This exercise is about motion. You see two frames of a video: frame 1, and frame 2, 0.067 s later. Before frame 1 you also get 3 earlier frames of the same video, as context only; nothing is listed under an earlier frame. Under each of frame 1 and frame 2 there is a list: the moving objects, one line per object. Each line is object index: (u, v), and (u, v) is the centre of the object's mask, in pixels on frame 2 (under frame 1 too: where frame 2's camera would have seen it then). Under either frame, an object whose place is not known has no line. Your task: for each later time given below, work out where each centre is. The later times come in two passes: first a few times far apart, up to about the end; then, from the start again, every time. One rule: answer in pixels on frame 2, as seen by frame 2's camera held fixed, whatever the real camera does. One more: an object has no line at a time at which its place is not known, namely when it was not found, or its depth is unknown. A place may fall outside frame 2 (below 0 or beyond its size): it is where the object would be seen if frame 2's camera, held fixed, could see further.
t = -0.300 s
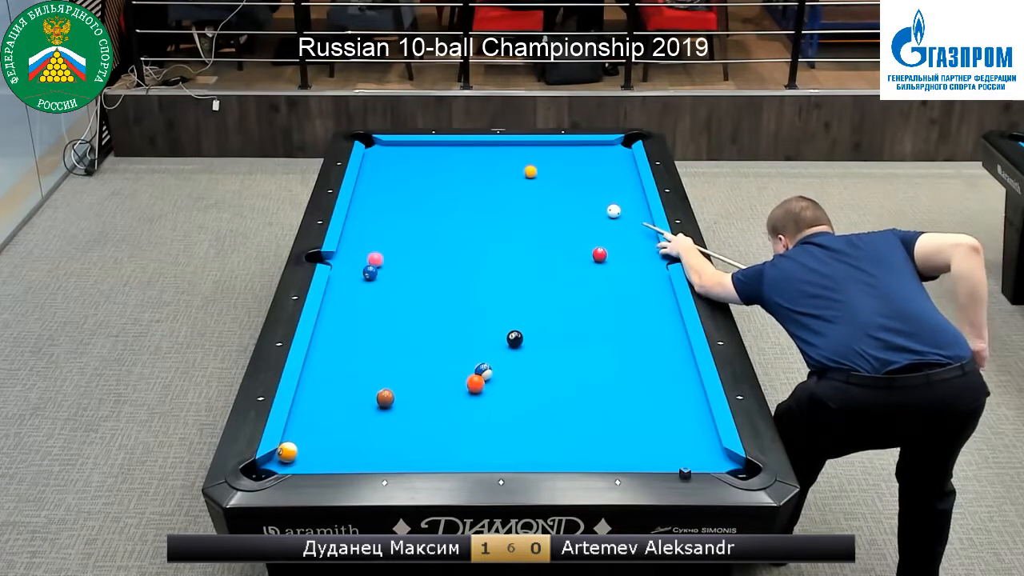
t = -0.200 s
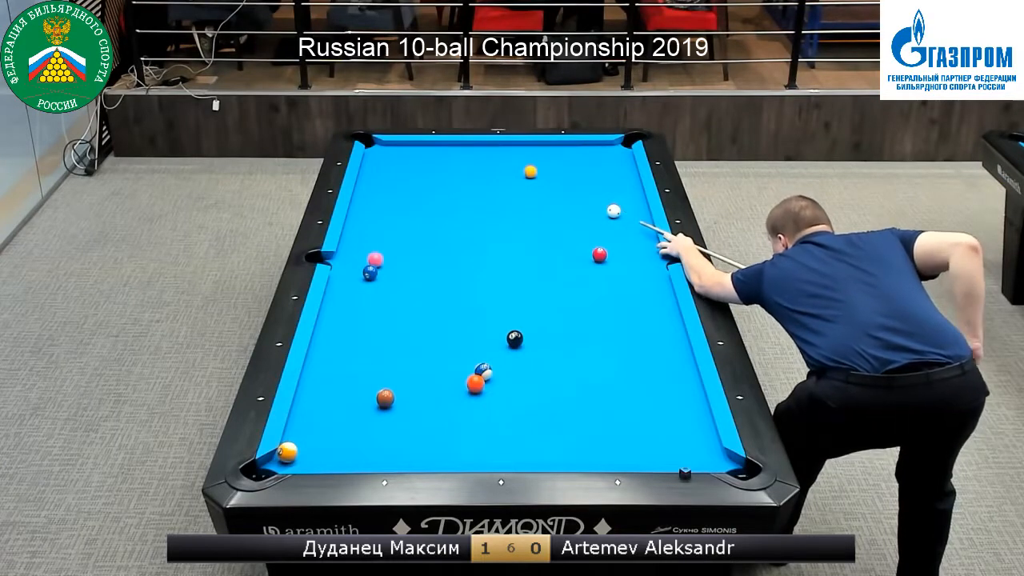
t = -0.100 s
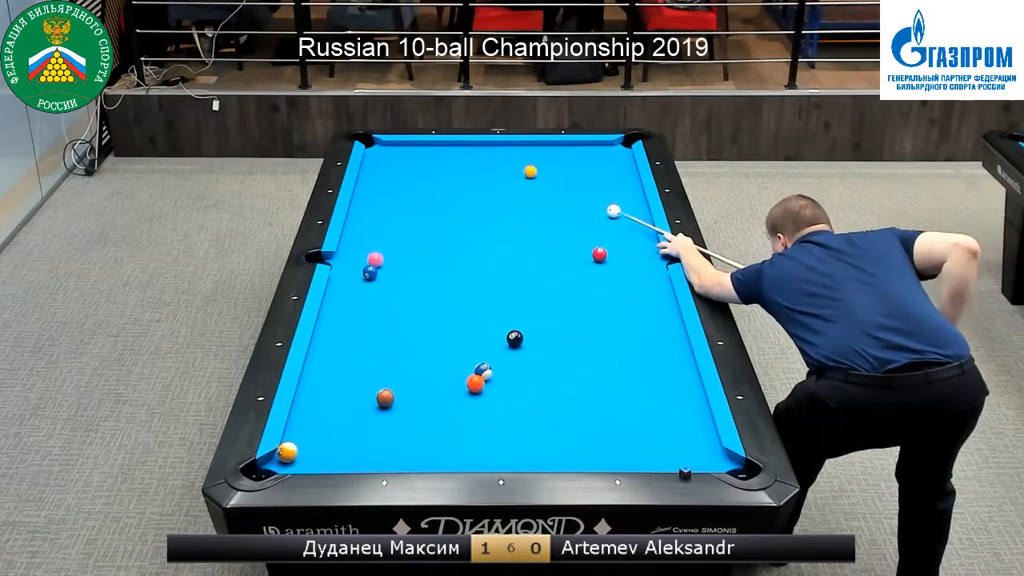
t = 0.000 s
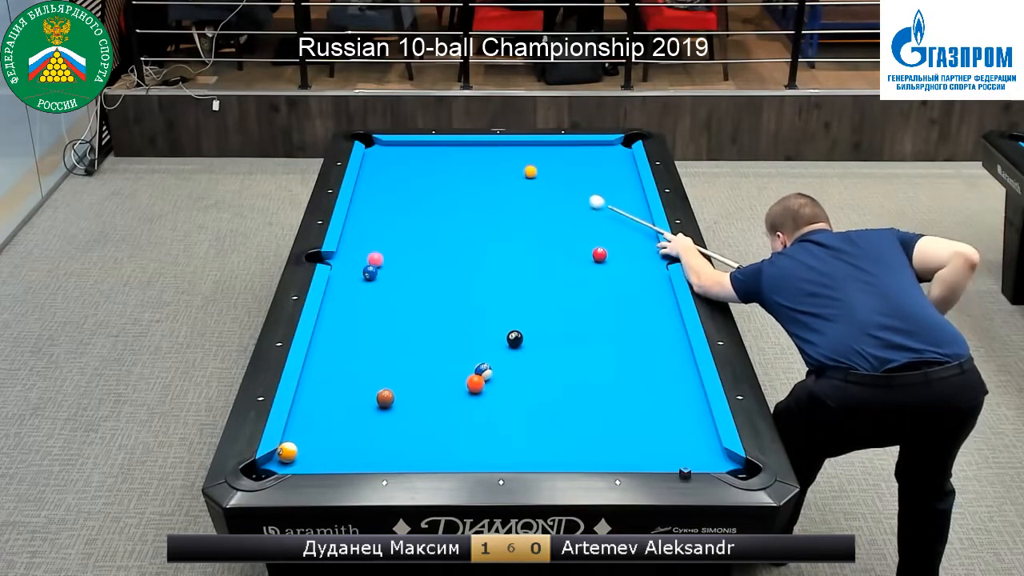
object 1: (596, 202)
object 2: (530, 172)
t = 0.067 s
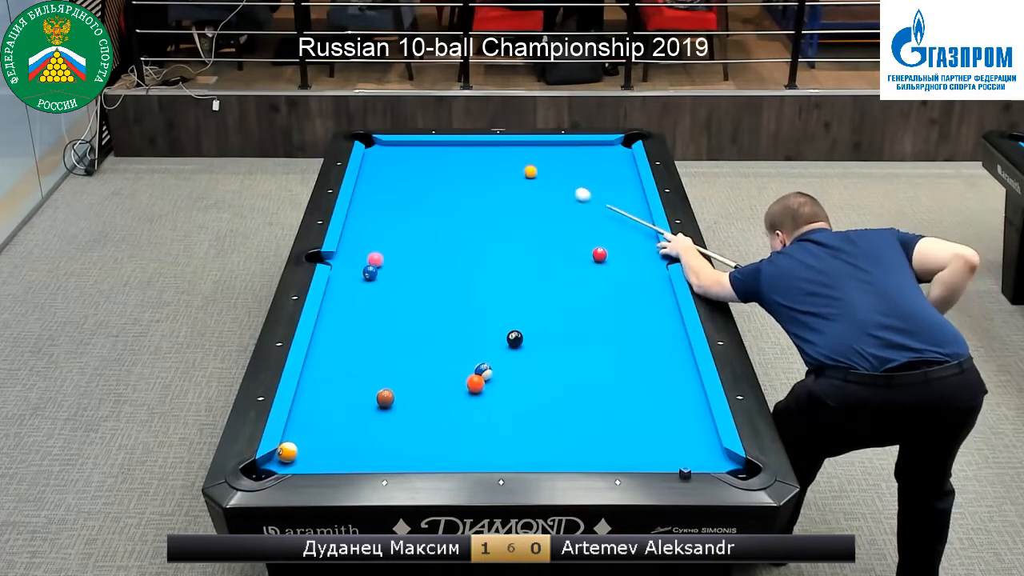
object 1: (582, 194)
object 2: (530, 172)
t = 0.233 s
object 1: (550, 177)
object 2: (530, 172)
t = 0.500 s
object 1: (544, 159)
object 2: (489, 165)
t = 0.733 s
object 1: (542, 145)
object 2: (454, 159)
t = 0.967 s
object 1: (541, 150)
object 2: (422, 154)
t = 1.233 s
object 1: (540, 160)
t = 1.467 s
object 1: (539, 167)
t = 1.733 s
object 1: (538, 176)
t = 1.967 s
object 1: (537, 183)
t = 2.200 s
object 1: (536, 190)
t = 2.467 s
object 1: (535, 197)
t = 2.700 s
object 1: (534, 204)
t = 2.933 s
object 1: (534, 210)
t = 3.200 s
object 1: (533, 216)
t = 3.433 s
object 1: (533, 222)
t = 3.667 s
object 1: (533, 227)
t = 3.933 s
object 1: (532, 232)
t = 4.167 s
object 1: (532, 236)
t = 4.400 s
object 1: (533, 240)
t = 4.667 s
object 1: (533, 243)
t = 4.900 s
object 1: (534, 245)
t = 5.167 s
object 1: (535, 248)
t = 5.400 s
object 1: (535, 249)
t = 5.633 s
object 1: (535, 250)
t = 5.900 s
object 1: (534, 250)
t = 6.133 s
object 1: (534, 251)
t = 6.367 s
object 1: (534, 251)
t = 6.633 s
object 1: (534, 251)
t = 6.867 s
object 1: (534, 251)
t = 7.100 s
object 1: (534, 251)
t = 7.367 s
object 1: (534, 250)
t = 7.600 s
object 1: (534, 250)
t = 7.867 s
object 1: (534, 250)
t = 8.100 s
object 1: (534, 250)
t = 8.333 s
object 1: (534, 250)
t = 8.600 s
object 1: (534, 250)
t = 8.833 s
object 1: (534, 250)
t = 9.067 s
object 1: (534, 250)
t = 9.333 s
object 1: (534, 250)
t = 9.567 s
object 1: (534, 250)
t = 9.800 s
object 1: (534, 250)
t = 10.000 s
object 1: (534, 250)
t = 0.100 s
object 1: (576, 191)
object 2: (530, 172)
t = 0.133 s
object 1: (569, 187)
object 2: (530, 172)
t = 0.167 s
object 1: (563, 184)
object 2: (530, 172)
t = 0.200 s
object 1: (556, 180)
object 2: (530, 172)
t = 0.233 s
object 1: (550, 177)
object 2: (530, 172)
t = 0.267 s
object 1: (544, 174)
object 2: (530, 172)
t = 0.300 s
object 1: (543, 172)
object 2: (524, 171)
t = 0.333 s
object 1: (544, 170)
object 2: (517, 169)
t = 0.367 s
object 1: (545, 168)
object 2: (510, 168)
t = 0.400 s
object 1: (545, 166)
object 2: (504, 167)
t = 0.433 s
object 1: (545, 163)
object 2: (499, 167)
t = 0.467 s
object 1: (545, 161)
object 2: (494, 166)
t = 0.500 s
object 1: (544, 159)
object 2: (489, 165)
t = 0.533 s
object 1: (544, 157)
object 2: (484, 164)
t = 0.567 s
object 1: (544, 155)
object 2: (479, 163)
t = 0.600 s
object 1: (543, 153)
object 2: (474, 162)
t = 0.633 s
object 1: (543, 151)
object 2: (468, 162)
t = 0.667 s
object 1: (543, 149)
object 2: (464, 161)
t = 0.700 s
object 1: (543, 147)
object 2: (459, 160)
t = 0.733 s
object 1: (542, 145)
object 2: (454, 159)
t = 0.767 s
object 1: (542, 144)
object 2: (449, 159)
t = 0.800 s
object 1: (542, 145)
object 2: (445, 158)
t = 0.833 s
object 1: (542, 146)
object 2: (440, 157)
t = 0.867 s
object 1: (541, 147)
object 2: (435, 156)
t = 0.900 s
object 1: (541, 148)
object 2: (431, 156)
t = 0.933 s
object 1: (541, 150)
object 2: (426, 155)
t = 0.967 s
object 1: (541, 150)
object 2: (422, 154)
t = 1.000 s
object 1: (541, 152)
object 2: (417, 153)
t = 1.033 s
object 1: (540, 153)
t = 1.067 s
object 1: (540, 154)
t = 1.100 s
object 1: (540, 155)
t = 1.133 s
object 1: (540, 156)
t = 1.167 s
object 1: (540, 157)
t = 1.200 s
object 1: (540, 159)
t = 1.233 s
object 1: (540, 160)
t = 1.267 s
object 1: (539, 161)
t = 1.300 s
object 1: (539, 162)
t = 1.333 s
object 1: (539, 163)
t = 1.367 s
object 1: (539, 164)
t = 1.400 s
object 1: (539, 165)
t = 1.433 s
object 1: (539, 166)
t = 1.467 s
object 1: (539, 167)
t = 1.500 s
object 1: (539, 168)
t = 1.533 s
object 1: (538, 169)
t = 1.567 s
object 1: (538, 170)
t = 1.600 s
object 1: (538, 172)
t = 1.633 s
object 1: (538, 173)
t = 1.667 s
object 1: (538, 174)
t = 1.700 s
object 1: (538, 175)
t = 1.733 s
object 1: (538, 176)
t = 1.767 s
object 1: (537, 177)
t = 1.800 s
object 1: (537, 178)
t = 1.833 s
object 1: (537, 179)
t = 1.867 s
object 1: (537, 180)
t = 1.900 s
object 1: (537, 181)
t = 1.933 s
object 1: (537, 182)
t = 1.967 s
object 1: (537, 183)
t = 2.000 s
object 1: (536, 184)
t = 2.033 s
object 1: (536, 185)
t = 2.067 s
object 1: (536, 186)
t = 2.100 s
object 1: (536, 187)
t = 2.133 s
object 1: (536, 188)
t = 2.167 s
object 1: (536, 189)
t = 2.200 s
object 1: (536, 190)
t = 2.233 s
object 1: (536, 191)
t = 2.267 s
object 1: (536, 192)
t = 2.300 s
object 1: (535, 193)
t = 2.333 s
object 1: (535, 194)
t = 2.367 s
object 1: (535, 194)
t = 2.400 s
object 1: (535, 195)
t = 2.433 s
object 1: (535, 196)
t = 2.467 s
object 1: (535, 197)
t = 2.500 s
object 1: (535, 198)
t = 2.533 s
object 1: (535, 199)
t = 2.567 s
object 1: (535, 200)
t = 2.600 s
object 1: (535, 201)
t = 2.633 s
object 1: (535, 202)
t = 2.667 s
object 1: (535, 203)
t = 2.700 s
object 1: (534, 204)
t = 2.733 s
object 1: (534, 205)
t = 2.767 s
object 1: (534, 205)
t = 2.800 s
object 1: (534, 206)
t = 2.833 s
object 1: (534, 207)
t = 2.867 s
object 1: (534, 208)
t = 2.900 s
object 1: (534, 209)
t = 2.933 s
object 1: (534, 210)
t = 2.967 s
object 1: (534, 211)
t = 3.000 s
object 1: (534, 211)
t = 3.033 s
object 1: (534, 212)
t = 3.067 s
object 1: (534, 213)
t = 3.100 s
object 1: (534, 214)
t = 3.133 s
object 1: (533, 215)
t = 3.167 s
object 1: (533, 215)
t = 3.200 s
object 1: (533, 216)
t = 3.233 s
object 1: (533, 217)
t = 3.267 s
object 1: (533, 218)
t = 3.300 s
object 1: (533, 219)
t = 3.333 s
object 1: (533, 219)
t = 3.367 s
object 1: (533, 220)
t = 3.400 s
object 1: (533, 221)
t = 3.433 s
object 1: (533, 222)
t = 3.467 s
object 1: (533, 222)
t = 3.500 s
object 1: (533, 223)
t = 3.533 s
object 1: (533, 224)
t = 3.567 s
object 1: (533, 225)
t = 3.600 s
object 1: (533, 225)
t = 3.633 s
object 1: (533, 226)
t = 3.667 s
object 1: (533, 227)
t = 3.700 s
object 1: (533, 227)
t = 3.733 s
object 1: (533, 228)
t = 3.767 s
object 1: (533, 229)
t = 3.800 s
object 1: (532, 229)
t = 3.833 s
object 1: (532, 230)
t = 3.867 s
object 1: (532, 231)
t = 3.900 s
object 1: (532, 231)
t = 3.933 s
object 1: (532, 232)
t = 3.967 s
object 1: (532, 232)
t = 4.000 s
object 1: (532, 233)
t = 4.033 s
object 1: (532, 234)
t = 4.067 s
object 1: (532, 234)
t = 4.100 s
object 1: (532, 235)
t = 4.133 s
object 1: (532, 235)
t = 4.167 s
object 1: (532, 236)
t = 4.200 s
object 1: (532, 236)
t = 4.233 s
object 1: (532, 237)
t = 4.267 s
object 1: (533, 238)
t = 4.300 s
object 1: (533, 238)
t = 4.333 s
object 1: (533, 238)
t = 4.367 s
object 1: (533, 239)
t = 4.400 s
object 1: (533, 240)
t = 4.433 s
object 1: (533, 240)
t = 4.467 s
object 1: (533, 241)
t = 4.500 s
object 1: (533, 241)
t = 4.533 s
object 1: (533, 241)
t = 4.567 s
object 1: (533, 242)
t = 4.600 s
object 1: (533, 242)
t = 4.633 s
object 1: (533, 243)
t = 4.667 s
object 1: (533, 243)
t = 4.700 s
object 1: (534, 243)
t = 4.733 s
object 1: (534, 244)
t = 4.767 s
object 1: (534, 244)
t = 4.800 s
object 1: (534, 244)
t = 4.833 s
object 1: (534, 245)
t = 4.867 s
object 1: (534, 245)
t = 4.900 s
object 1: (534, 245)
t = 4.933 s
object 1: (534, 246)
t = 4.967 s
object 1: (534, 246)
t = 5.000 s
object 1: (534, 247)
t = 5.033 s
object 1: (534, 247)
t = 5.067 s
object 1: (534, 247)
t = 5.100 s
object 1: (534, 247)
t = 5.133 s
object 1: (535, 247)
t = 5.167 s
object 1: (535, 248)
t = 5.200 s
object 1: (535, 248)
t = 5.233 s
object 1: (535, 248)
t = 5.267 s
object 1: (535, 248)
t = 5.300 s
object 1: (535, 249)
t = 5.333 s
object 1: (535, 249)
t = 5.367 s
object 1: (535, 249)
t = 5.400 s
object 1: (535, 249)
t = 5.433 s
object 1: (535, 249)
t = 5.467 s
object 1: (535, 250)
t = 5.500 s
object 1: (535, 250)
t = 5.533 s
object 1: (535, 250)
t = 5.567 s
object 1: (535, 250)
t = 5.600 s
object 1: (535, 250)
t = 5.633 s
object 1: (535, 250)
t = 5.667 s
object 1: (535, 250)
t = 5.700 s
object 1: (535, 250)
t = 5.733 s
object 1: (535, 250)
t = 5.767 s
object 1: (534, 250)
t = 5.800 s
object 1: (534, 250)
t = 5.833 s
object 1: (534, 250)
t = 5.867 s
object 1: (534, 250)
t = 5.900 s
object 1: (534, 250)
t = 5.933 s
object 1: (534, 250)
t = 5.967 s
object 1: (534, 250)
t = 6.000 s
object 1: (534, 250)
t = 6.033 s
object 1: (534, 250)
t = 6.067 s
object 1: (534, 250)
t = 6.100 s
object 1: (534, 250)
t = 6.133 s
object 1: (534, 251)
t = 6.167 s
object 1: (534, 251)
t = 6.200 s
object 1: (534, 251)
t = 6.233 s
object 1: (534, 251)
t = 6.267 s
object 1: (534, 251)
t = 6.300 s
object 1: (534, 251)
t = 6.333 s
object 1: (534, 251)
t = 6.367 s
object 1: (534, 251)
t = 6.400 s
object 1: (534, 251)
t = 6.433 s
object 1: (534, 251)
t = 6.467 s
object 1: (534, 251)
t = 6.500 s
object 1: (534, 251)
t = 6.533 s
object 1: (534, 251)
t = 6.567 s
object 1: (534, 251)
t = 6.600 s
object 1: (534, 251)
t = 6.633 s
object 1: (534, 251)
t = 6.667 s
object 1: (534, 251)
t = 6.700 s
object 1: (534, 251)
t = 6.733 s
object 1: (534, 251)
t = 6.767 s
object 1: (534, 251)
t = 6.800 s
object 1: (534, 251)
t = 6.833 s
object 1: (534, 251)
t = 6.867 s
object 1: (534, 251)
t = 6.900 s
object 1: (534, 251)
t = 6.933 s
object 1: (534, 251)
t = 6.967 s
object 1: (534, 251)
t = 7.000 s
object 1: (534, 251)
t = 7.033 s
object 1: (534, 251)
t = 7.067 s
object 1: (534, 251)
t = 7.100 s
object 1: (534, 251)
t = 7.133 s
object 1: (534, 251)
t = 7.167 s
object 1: (534, 251)
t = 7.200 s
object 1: (534, 251)
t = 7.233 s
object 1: (534, 250)
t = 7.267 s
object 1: (534, 250)
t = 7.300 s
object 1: (534, 250)
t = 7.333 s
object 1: (534, 250)
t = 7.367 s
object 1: (534, 250)
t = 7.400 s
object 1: (534, 250)
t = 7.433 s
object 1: (534, 250)
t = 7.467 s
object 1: (534, 250)
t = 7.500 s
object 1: (534, 250)
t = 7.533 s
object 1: (534, 250)
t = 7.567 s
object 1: (534, 250)
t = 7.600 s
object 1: (534, 250)
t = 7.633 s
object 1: (534, 250)
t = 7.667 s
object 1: (534, 250)
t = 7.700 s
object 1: (534, 250)
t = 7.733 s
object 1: (534, 250)
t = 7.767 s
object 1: (534, 250)
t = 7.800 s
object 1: (534, 250)
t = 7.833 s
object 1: (534, 250)
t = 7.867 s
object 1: (534, 250)
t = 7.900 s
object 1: (534, 250)
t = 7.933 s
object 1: (534, 250)
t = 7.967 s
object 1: (534, 250)
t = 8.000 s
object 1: (534, 250)
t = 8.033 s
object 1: (534, 250)
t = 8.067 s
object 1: (534, 250)
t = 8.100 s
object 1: (534, 250)
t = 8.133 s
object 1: (534, 250)
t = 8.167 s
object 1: (534, 250)
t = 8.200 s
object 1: (534, 250)
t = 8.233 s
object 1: (534, 250)
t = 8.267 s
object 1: (534, 250)
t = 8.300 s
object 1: (534, 250)
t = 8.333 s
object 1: (534, 250)
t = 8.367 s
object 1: (534, 250)
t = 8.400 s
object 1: (534, 250)
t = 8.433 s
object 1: (534, 250)
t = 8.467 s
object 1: (534, 250)
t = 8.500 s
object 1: (534, 250)
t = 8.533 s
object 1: (534, 250)
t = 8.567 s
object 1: (534, 250)
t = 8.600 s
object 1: (534, 250)
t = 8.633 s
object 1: (534, 250)
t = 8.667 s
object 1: (534, 250)
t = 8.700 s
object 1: (534, 250)
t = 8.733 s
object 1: (534, 250)
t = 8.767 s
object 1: (534, 250)
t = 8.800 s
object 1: (534, 250)
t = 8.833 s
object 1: (534, 250)
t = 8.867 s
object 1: (534, 250)
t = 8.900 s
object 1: (534, 250)
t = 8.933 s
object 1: (534, 250)
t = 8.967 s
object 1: (534, 250)
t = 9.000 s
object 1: (534, 250)
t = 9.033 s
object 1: (534, 250)
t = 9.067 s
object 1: (534, 250)
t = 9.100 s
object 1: (534, 250)
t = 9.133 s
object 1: (534, 250)
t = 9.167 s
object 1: (534, 250)
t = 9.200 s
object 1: (534, 250)
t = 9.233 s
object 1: (534, 250)
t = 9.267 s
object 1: (534, 250)
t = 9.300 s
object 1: (534, 250)
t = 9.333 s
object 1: (534, 250)
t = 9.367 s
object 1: (534, 250)
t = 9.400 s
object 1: (534, 250)
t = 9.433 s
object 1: (534, 250)
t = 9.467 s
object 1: (534, 250)
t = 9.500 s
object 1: (534, 250)
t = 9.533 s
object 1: (534, 250)
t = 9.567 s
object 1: (534, 250)
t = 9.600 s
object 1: (534, 250)
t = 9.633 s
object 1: (534, 250)
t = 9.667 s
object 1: (534, 250)
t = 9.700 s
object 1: (534, 250)
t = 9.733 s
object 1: (534, 250)
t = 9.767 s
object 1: (534, 250)
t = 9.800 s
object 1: (534, 250)
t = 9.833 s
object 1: (534, 250)
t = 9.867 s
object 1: (534, 250)
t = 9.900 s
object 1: (534, 250)
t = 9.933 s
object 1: (534, 250)
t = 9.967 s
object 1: (534, 250)
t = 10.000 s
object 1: (534, 250)
